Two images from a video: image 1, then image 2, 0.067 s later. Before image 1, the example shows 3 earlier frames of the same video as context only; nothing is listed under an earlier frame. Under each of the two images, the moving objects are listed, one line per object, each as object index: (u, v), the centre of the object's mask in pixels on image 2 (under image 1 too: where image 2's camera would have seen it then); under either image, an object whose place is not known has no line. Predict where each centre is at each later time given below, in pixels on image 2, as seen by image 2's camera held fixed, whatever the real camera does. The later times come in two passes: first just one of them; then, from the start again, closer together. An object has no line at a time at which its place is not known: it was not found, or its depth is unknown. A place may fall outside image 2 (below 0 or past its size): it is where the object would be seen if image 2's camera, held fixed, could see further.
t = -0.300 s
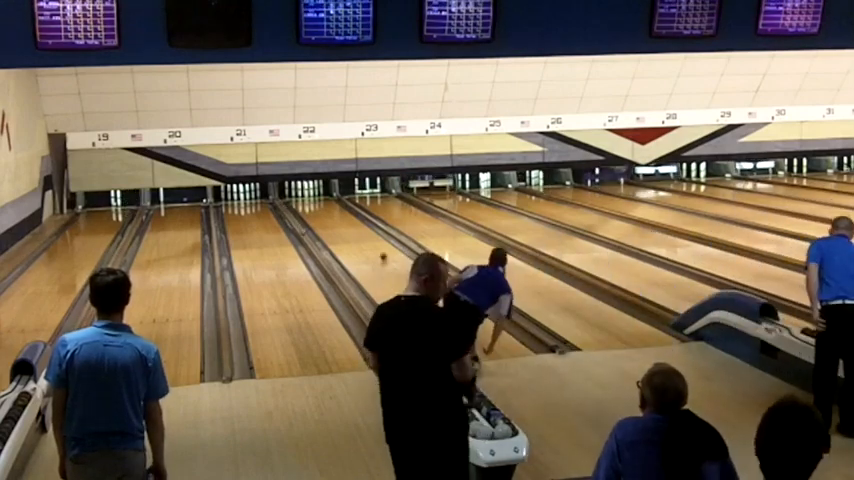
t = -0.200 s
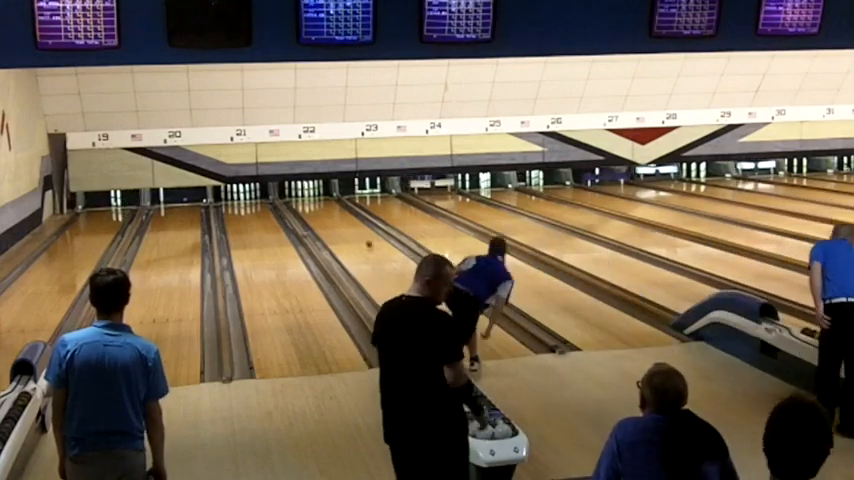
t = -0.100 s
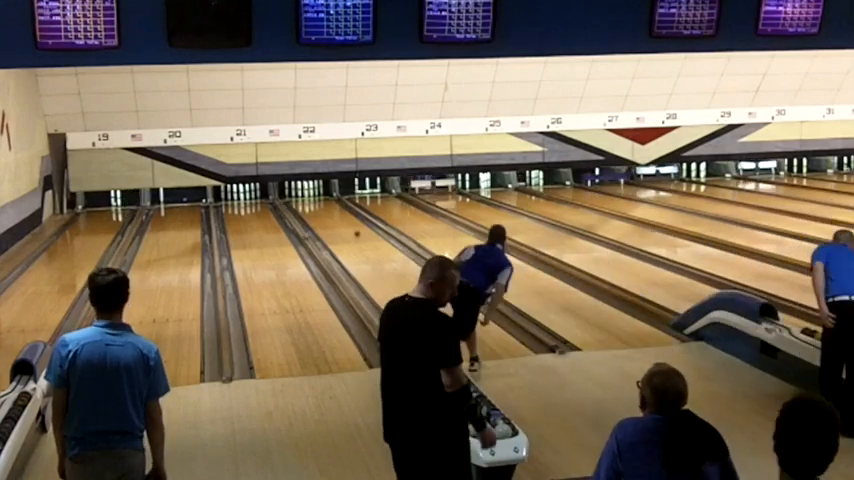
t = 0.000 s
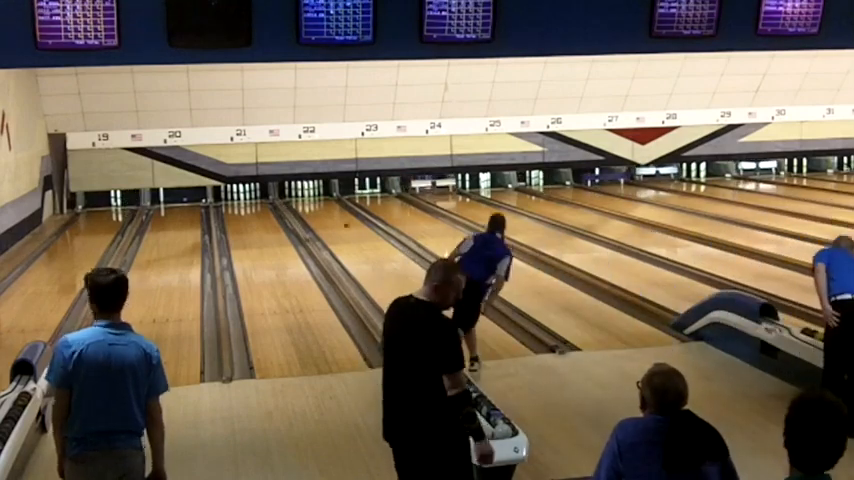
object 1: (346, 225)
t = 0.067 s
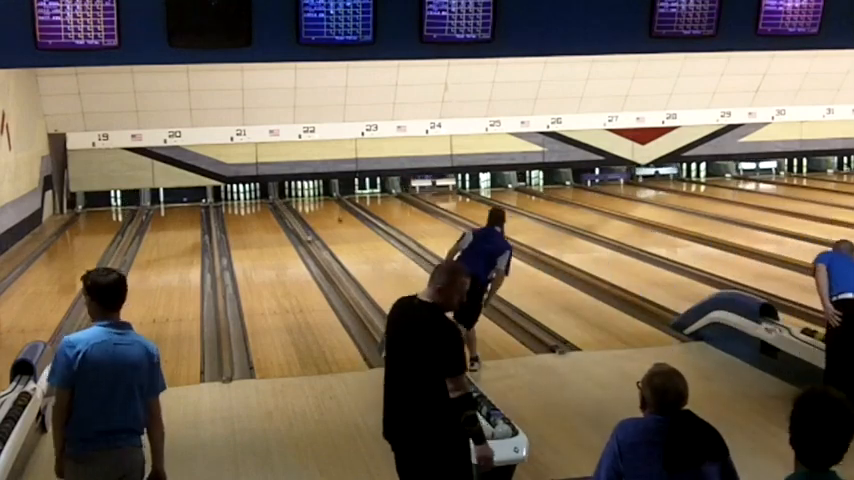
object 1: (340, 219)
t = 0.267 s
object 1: (324, 207)
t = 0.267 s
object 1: (324, 207)
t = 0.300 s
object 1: (322, 204)
